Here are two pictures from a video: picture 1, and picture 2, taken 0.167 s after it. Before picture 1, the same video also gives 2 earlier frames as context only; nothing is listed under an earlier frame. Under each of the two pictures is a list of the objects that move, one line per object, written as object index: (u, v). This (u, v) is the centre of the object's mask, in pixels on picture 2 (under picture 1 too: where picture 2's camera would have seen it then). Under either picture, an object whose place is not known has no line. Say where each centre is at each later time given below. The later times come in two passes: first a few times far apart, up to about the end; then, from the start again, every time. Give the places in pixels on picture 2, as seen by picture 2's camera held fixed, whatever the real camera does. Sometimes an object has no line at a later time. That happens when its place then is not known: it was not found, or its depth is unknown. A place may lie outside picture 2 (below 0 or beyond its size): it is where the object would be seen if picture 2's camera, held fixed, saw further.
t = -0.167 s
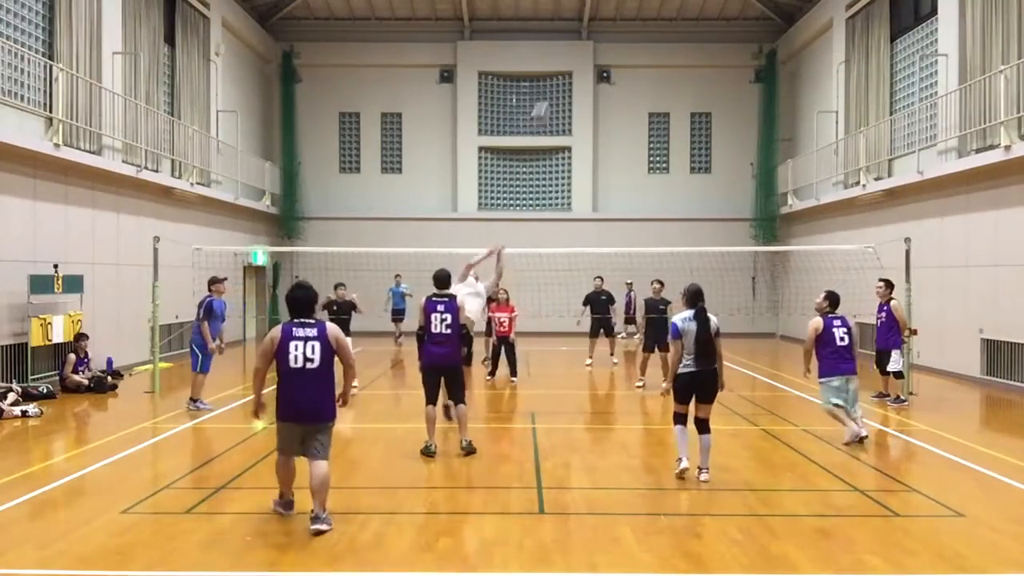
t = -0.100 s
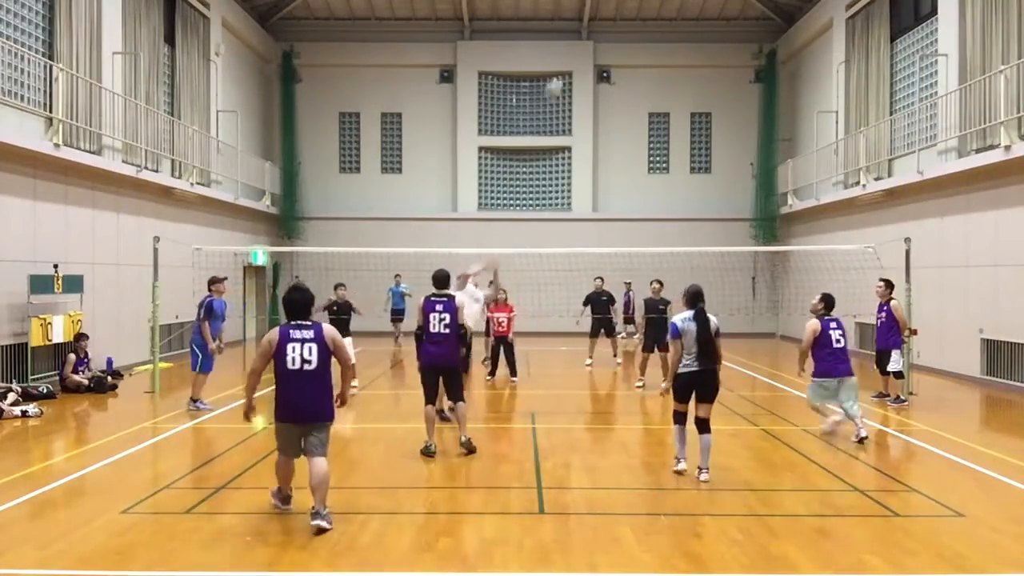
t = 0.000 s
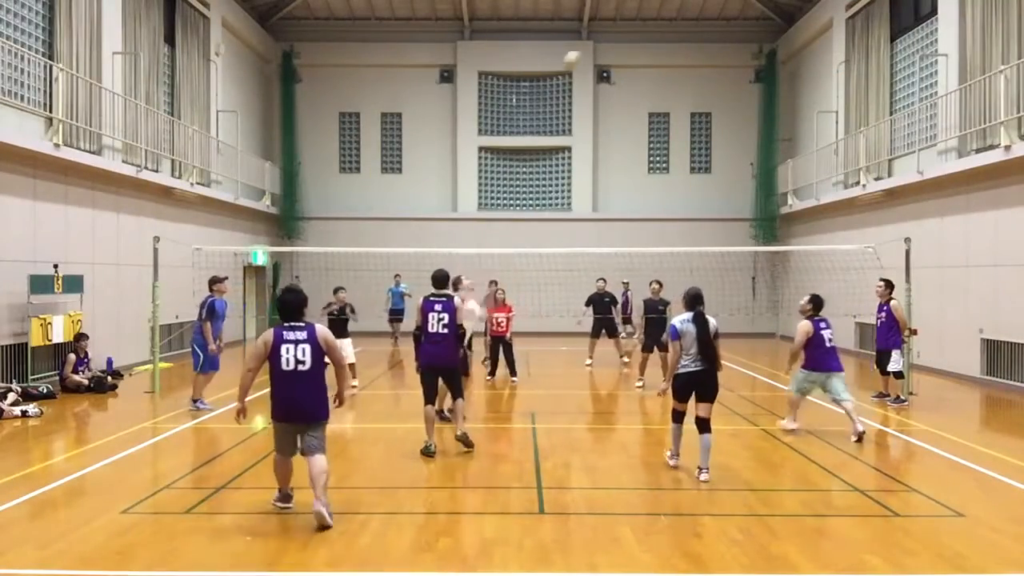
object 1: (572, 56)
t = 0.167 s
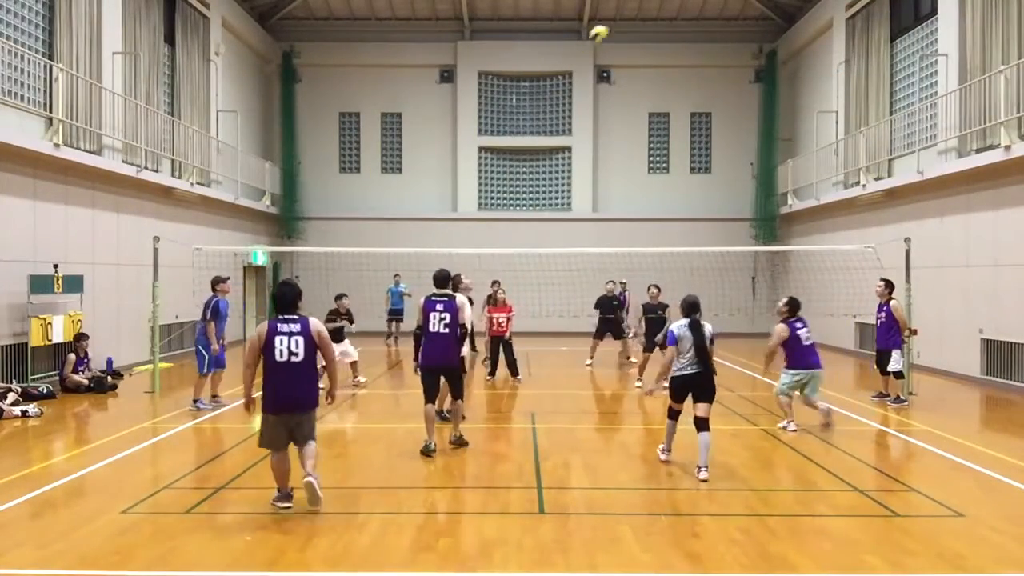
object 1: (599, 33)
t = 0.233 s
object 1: (609, 28)
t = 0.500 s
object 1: (648, 40)
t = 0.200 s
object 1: (604, 30)
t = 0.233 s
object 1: (609, 28)
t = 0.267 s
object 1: (615, 26)
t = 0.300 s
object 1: (620, 26)
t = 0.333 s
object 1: (625, 26)
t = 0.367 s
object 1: (630, 27)
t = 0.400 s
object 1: (635, 30)
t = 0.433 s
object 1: (639, 33)
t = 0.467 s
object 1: (644, 36)
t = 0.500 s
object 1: (648, 40)
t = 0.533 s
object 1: (653, 44)
